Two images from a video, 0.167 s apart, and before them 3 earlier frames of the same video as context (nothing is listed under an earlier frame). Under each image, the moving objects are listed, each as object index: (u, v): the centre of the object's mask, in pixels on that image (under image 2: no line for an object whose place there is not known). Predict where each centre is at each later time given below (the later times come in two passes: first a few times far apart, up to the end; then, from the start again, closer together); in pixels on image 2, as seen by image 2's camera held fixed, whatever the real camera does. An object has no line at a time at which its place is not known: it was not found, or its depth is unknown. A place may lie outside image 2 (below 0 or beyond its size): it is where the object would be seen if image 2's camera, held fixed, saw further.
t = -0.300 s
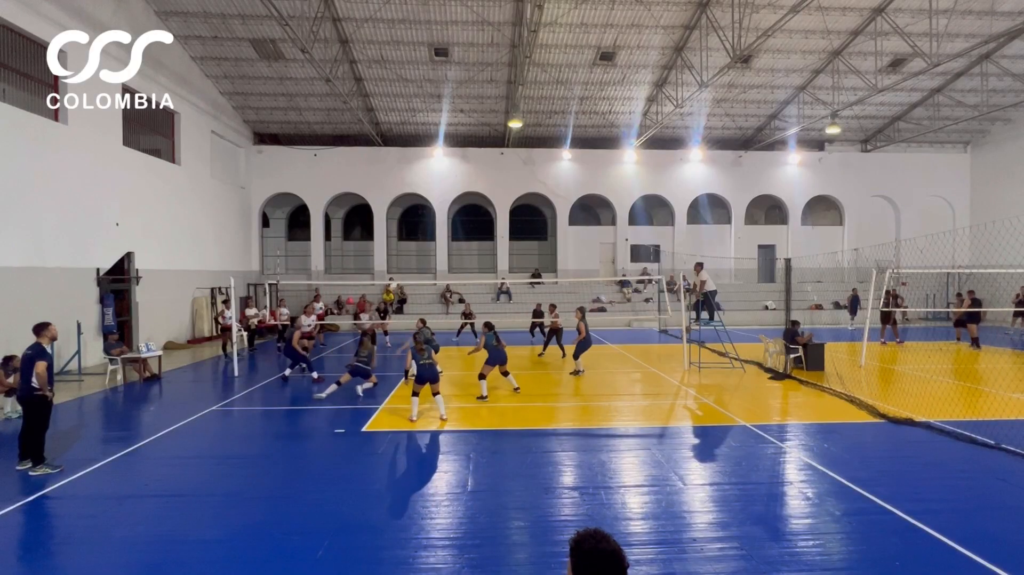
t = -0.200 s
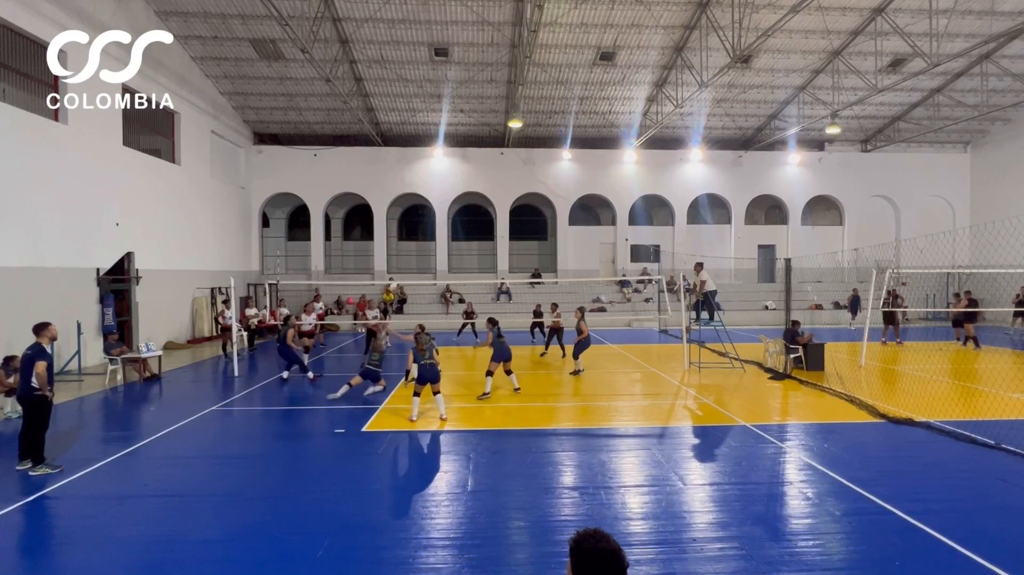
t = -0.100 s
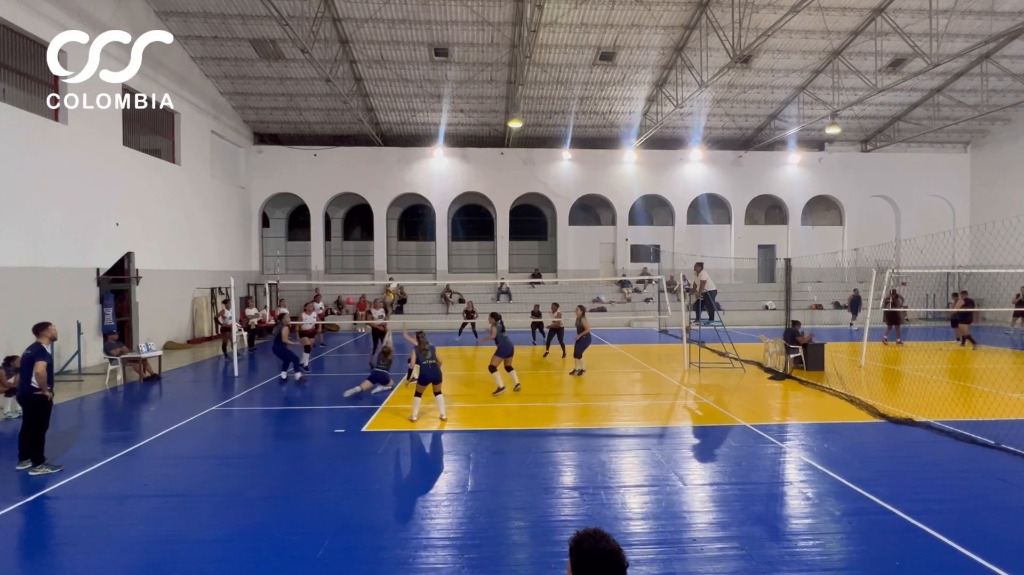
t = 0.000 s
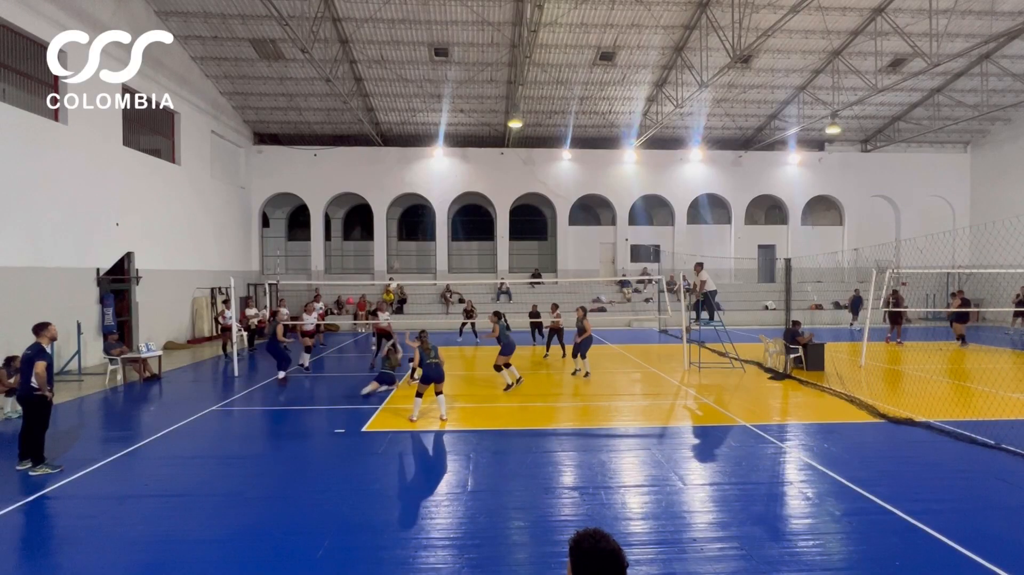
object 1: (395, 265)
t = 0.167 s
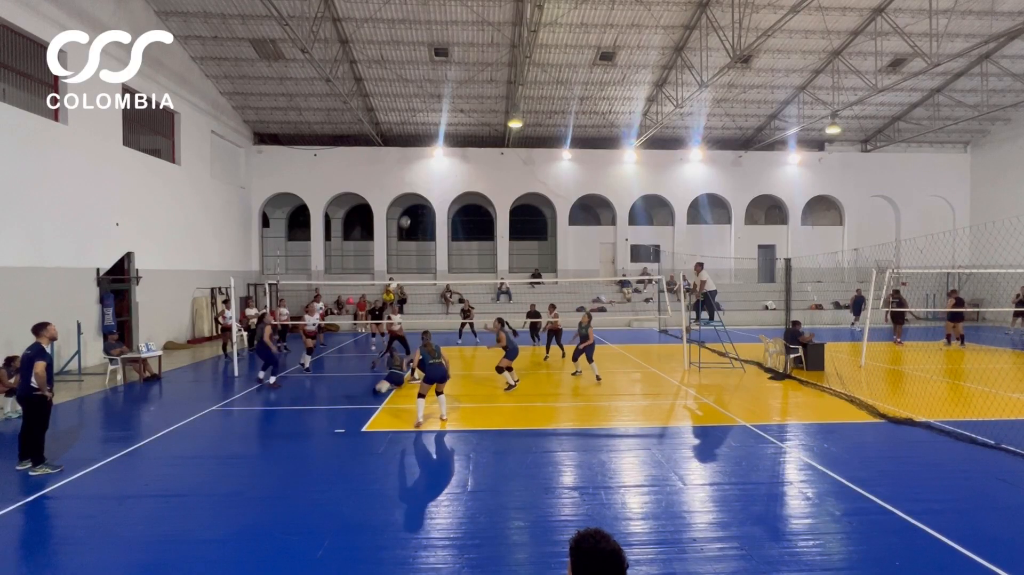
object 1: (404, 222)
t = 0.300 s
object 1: (413, 194)
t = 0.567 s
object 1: (428, 166)
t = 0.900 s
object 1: (451, 180)
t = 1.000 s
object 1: (458, 195)
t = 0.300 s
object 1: (413, 194)
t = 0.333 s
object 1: (414, 189)
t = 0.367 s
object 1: (416, 184)
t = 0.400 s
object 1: (418, 180)
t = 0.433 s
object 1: (420, 176)
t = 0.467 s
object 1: (422, 173)
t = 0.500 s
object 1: (424, 170)
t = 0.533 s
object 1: (426, 167)
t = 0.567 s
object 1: (428, 166)
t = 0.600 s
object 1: (430, 165)
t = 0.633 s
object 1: (432, 164)
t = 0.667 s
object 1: (435, 164)
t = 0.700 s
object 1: (437, 165)
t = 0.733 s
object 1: (439, 166)
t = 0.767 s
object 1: (442, 167)
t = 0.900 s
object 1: (451, 180)
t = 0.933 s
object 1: (453, 185)
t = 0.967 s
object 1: (455, 190)
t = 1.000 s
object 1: (458, 195)
